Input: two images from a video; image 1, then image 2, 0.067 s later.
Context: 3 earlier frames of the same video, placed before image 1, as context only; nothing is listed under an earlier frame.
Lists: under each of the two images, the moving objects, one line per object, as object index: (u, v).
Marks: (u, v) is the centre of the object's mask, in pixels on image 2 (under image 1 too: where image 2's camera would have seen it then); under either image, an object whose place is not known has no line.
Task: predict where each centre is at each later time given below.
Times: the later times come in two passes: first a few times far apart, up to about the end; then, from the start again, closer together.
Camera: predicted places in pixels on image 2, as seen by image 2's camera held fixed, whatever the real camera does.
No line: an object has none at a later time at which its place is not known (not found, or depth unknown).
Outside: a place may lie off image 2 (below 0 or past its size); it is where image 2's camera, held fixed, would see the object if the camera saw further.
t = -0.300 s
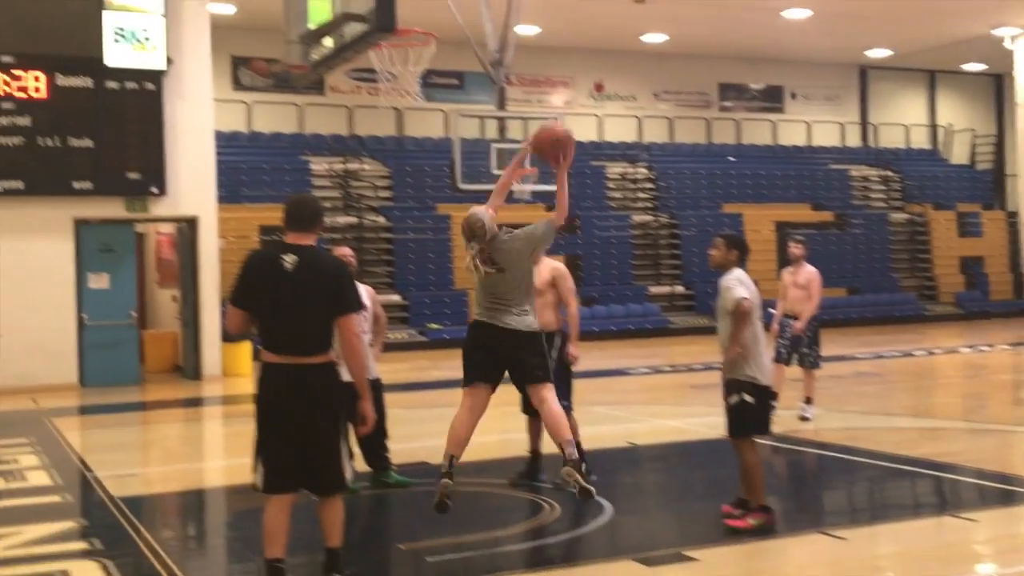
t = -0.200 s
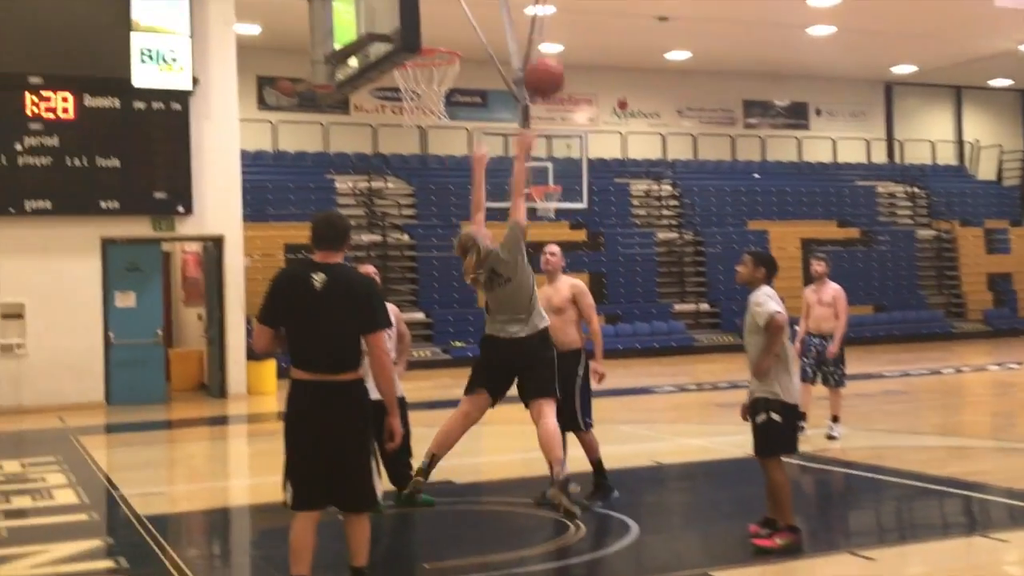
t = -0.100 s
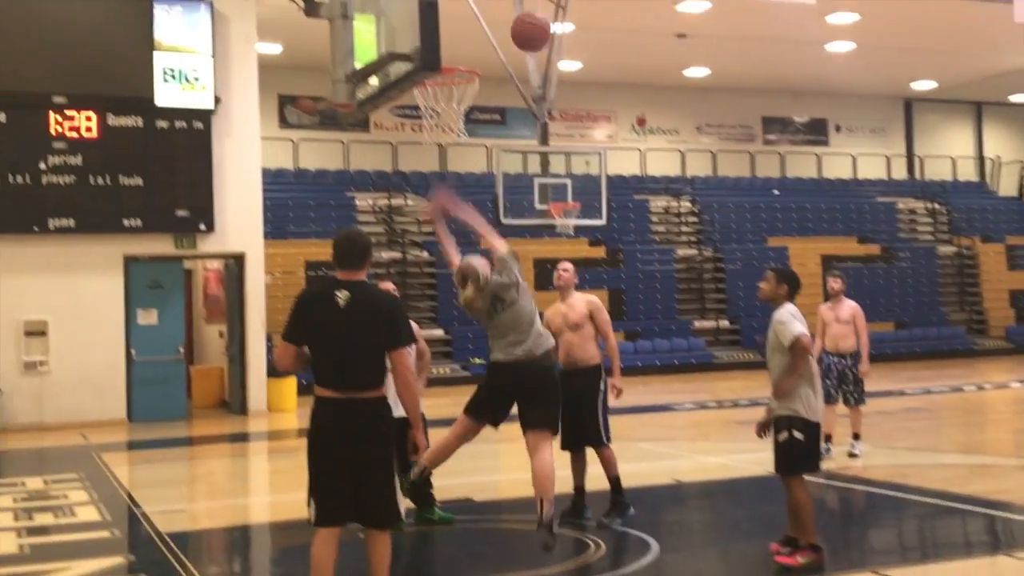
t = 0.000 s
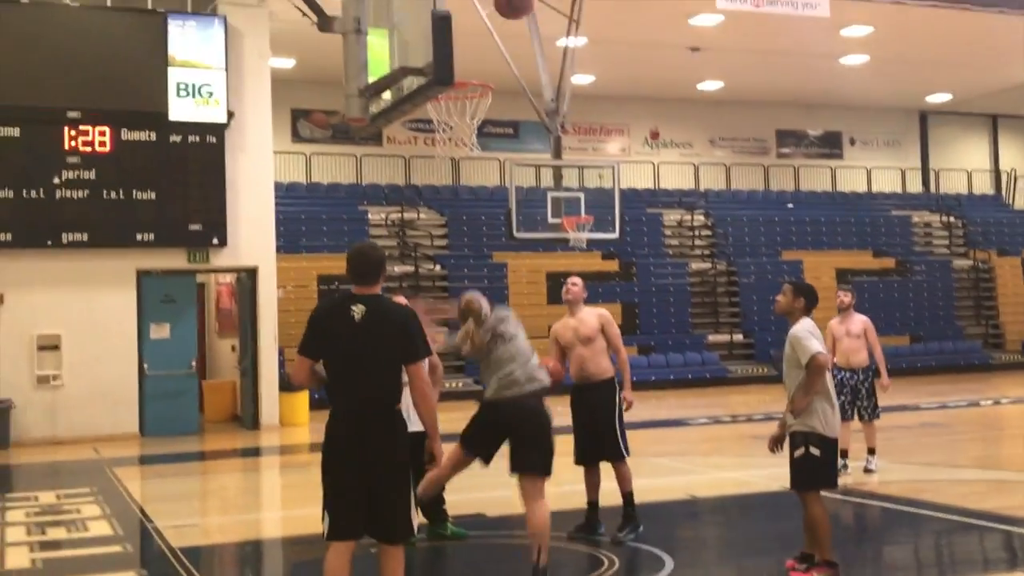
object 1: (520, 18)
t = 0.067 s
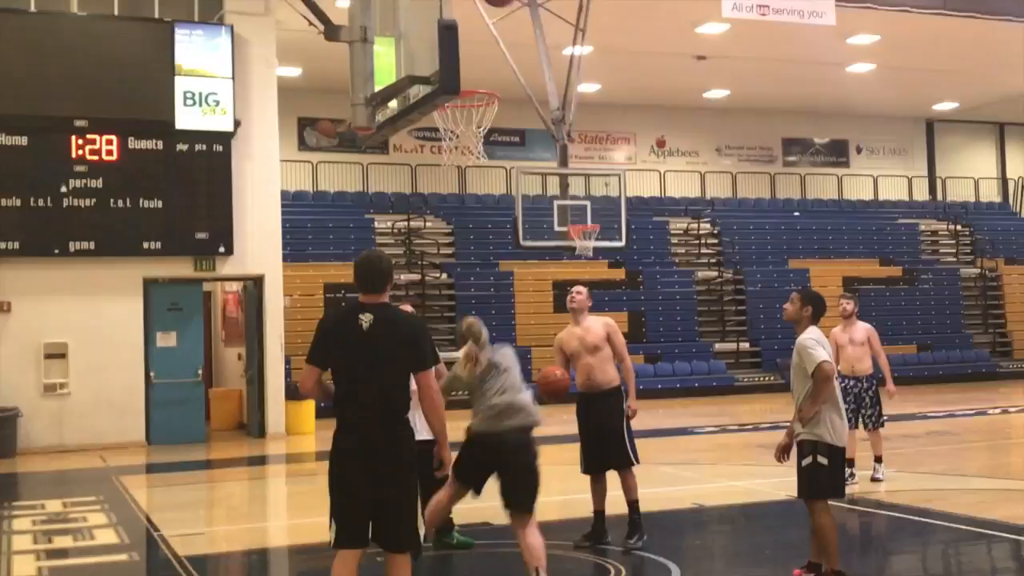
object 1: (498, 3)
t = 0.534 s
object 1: (479, 34)
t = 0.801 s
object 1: (553, 68)
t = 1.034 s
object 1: (639, 134)
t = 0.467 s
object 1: (470, 7)
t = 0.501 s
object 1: (474, 20)
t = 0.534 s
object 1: (479, 34)
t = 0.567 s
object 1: (484, 50)
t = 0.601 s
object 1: (488, 69)
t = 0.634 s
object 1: (497, 73)
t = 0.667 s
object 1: (507, 69)
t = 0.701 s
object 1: (518, 66)
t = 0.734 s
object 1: (530, 64)
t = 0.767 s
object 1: (542, 65)
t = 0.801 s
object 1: (553, 68)
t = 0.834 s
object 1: (565, 72)
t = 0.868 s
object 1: (576, 78)
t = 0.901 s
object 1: (589, 86)
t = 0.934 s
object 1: (602, 96)
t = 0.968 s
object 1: (614, 107)
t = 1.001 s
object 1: (626, 120)
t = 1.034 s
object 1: (639, 134)
